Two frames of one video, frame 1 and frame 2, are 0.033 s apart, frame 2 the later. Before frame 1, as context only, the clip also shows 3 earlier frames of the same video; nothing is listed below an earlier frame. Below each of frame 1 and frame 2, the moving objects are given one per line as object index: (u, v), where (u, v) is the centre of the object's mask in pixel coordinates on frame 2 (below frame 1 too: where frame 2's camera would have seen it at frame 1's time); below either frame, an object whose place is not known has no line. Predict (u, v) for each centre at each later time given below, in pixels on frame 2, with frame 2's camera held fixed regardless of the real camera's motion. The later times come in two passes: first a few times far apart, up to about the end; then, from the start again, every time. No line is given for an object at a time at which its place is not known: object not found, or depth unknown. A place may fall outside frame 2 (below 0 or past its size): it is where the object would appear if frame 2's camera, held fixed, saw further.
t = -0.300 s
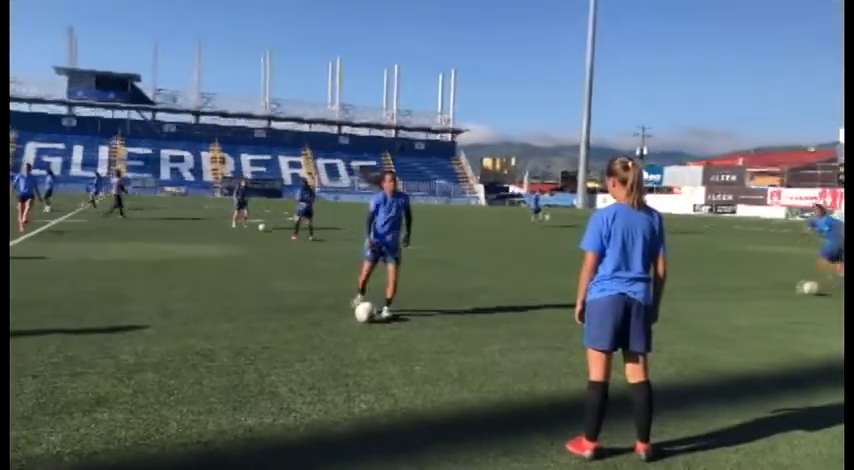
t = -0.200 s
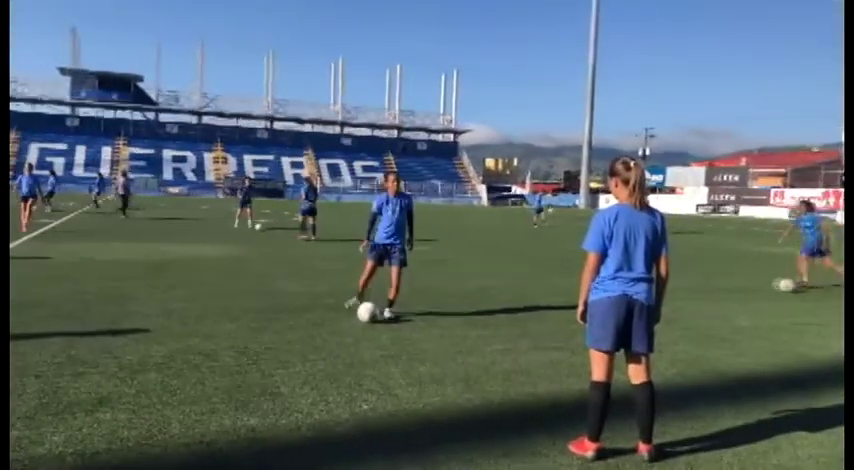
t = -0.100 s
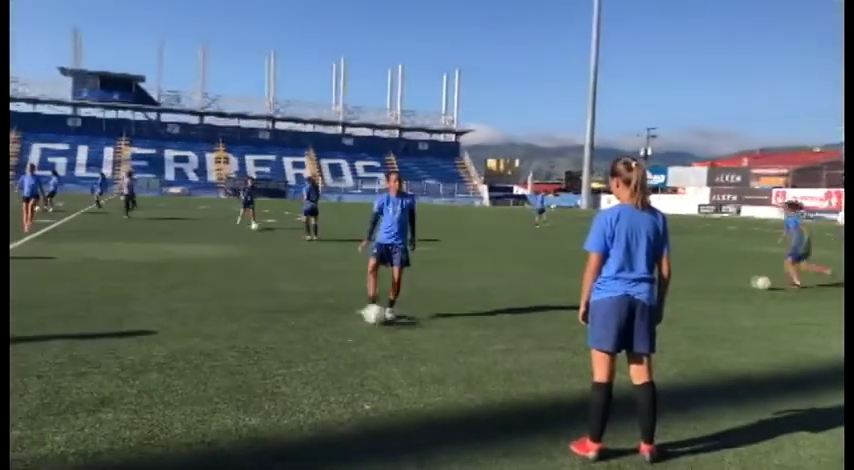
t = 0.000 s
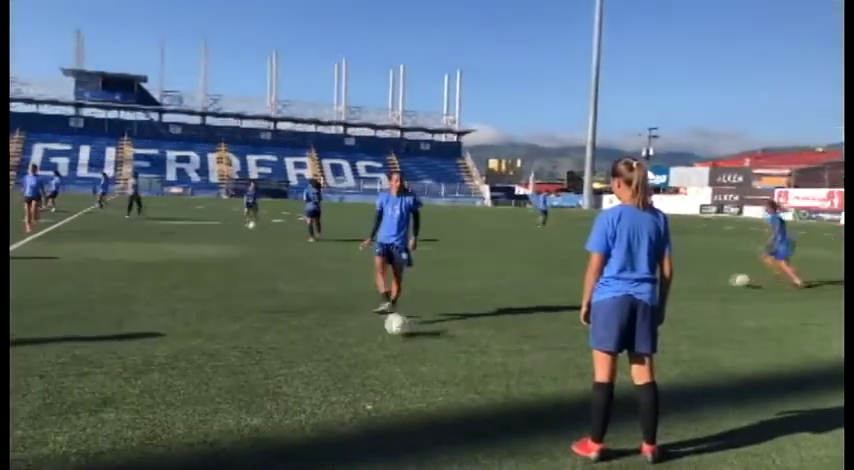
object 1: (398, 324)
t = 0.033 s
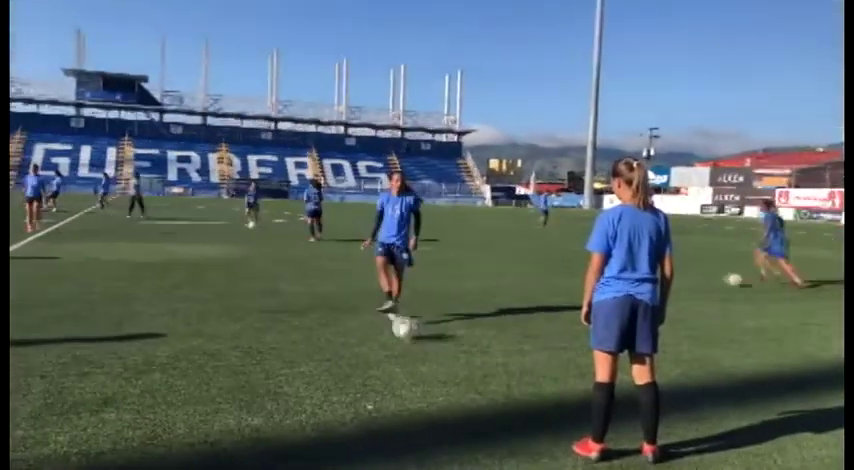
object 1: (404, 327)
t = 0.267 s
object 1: (453, 350)
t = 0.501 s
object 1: (506, 373)
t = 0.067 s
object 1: (412, 330)
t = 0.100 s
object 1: (419, 334)
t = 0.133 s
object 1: (426, 337)
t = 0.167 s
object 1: (432, 339)
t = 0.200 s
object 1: (438, 342)
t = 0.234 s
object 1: (445, 346)
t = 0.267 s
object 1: (453, 350)
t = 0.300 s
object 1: (460, 352)
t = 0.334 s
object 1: (467, 356)
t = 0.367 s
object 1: (475, 359)
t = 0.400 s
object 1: (482, 363)
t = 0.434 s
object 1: (490, 366)
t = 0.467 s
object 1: (498, 370)
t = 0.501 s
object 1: (506, 373)
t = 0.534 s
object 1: (515, 377)
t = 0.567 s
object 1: (524, 380)
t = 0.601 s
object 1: (532, 384)
